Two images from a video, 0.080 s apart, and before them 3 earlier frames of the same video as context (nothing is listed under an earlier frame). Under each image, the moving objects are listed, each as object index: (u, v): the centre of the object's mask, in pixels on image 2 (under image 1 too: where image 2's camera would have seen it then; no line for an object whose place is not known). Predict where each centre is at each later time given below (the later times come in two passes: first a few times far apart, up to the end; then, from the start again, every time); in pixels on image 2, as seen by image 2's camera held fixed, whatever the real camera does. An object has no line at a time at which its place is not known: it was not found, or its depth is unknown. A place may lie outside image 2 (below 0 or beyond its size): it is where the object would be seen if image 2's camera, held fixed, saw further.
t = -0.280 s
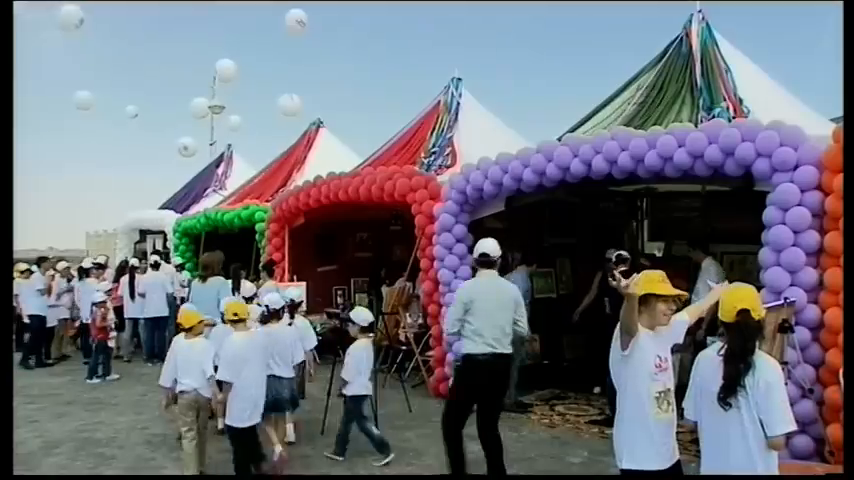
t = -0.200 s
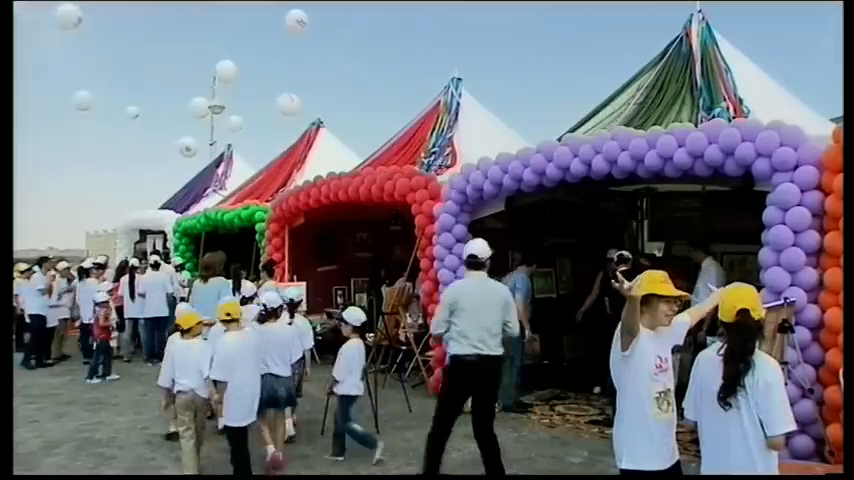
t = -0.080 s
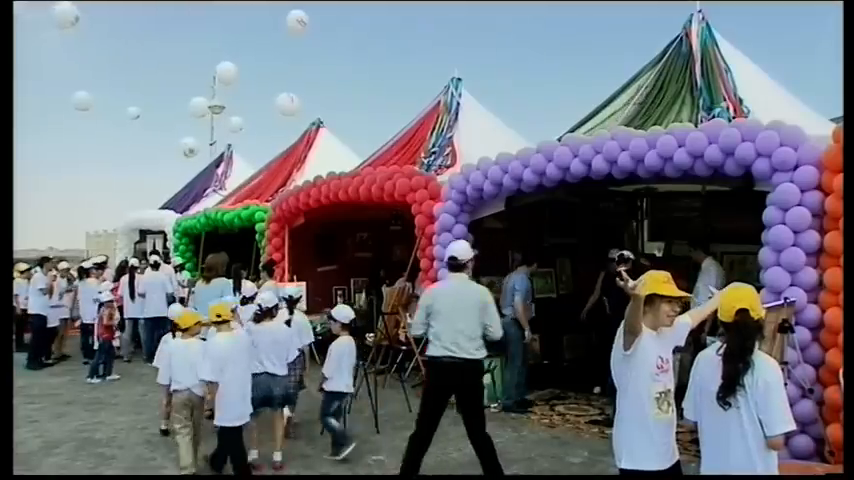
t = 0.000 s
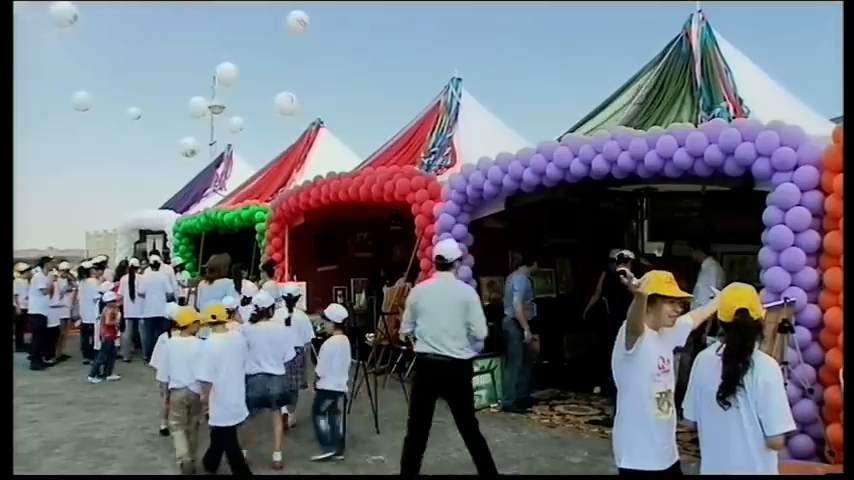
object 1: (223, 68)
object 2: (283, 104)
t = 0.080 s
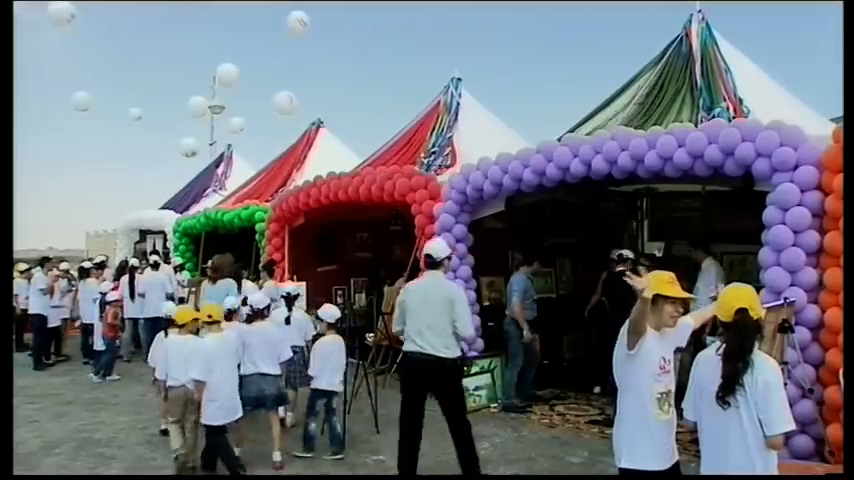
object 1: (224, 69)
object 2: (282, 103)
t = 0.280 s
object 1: (226, 71)
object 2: (280, 100)
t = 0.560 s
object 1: (228, 73)
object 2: (279, 92)
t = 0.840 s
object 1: (230, 74)
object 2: (278, 82)
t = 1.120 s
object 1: (229, 74)
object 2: (272, 74)
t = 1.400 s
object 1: (231, 73)
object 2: (264, 67)
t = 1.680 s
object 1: (240, 75)
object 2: (257, 58)
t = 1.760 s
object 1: (239, 70)
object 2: (255, 55)
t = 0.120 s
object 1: (224, 69)
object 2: (281, 102)
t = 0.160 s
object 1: (225, 69)
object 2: (281, 102)
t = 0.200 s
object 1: (225, 70)
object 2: (280, 101)
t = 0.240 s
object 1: (226, 70)
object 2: (280, 100)
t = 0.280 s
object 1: (226, 71)
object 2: (280, 100)
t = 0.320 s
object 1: (226, 71)
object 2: (278, 99)
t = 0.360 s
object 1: (227, 71)
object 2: (278, 98)
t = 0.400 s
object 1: (227, 72)
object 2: (279, 97)
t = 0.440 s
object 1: (227, 72)
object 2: (279, 96)
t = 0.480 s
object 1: (228, 72)
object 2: (279, 95)
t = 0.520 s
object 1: (228, 73)
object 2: (279, 94)
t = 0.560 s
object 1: (228, 73)
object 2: (279, 92)
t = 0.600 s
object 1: (228, 73)
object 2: (279, 91)
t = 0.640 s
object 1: (229, 73)
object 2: (278, 89)
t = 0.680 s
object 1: (229, 73)
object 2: (278, 88)
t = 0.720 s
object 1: (230, 74)
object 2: (278, 86)
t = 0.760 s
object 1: (230, 74)
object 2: (278, 85)
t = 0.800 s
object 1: (230, 74)
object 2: (278, 84)
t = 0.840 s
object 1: (230, 74)
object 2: (278, 82)
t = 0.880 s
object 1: (231, 74)
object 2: (278, 80)
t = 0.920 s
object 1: (230, 74)
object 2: (277, 79)
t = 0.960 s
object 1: (230, 74)
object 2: (277, 78)
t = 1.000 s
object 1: (229, 74)
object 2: (275, 76)
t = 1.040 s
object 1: (229, 74)
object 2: (274, 75)
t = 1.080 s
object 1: (229, 74)
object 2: (273, 75)
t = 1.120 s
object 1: (229, 74)
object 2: (272, 74)
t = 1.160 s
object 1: (229, 74)
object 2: (271, 73)
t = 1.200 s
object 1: (230, 74)
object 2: (269, 72)
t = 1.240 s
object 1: (229, 75)
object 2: (268, 72)
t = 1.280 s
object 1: (230, 74)
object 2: (266, 71)
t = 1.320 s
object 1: (230, 74)
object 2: (265, 70)
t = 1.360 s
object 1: (230, 74)
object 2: (264, 69)
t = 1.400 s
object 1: (231, 73)
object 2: (264, 67)
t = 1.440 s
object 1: (230, 73)
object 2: (263, 65)
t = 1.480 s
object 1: (230, 73)
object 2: (262, 64)
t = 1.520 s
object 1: (230, 72)
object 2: (261, 63)
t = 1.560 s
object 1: (231, 72)
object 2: (260, 62)
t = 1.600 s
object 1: (234, 72)
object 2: (259, 61)
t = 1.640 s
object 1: (237, 72)
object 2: (258, 60)
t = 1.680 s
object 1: (240, 75)
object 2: (257, 58)
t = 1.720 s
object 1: (239, 71)
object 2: (256, 57)
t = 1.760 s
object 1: (239, 70)
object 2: (255, 55)
